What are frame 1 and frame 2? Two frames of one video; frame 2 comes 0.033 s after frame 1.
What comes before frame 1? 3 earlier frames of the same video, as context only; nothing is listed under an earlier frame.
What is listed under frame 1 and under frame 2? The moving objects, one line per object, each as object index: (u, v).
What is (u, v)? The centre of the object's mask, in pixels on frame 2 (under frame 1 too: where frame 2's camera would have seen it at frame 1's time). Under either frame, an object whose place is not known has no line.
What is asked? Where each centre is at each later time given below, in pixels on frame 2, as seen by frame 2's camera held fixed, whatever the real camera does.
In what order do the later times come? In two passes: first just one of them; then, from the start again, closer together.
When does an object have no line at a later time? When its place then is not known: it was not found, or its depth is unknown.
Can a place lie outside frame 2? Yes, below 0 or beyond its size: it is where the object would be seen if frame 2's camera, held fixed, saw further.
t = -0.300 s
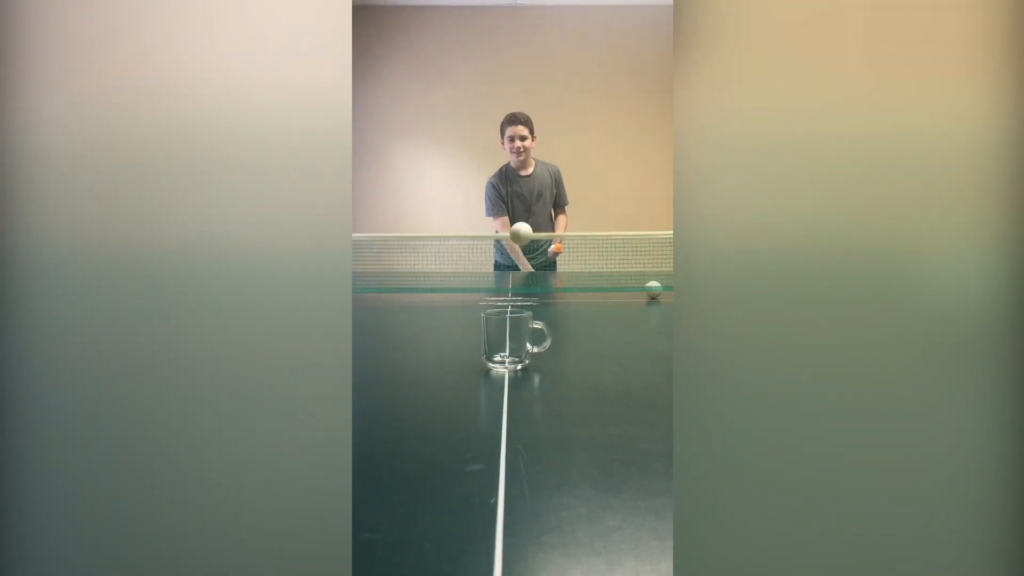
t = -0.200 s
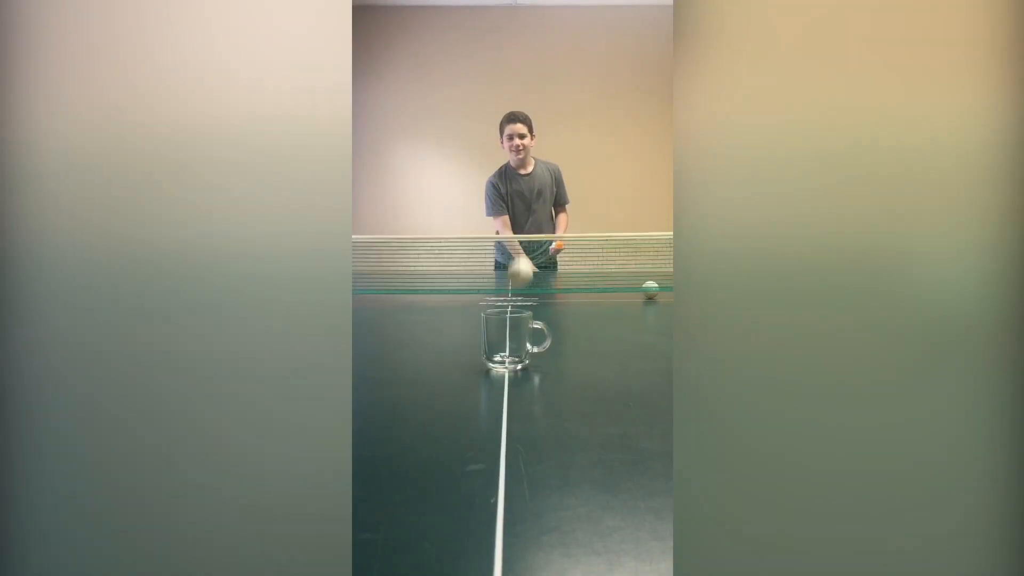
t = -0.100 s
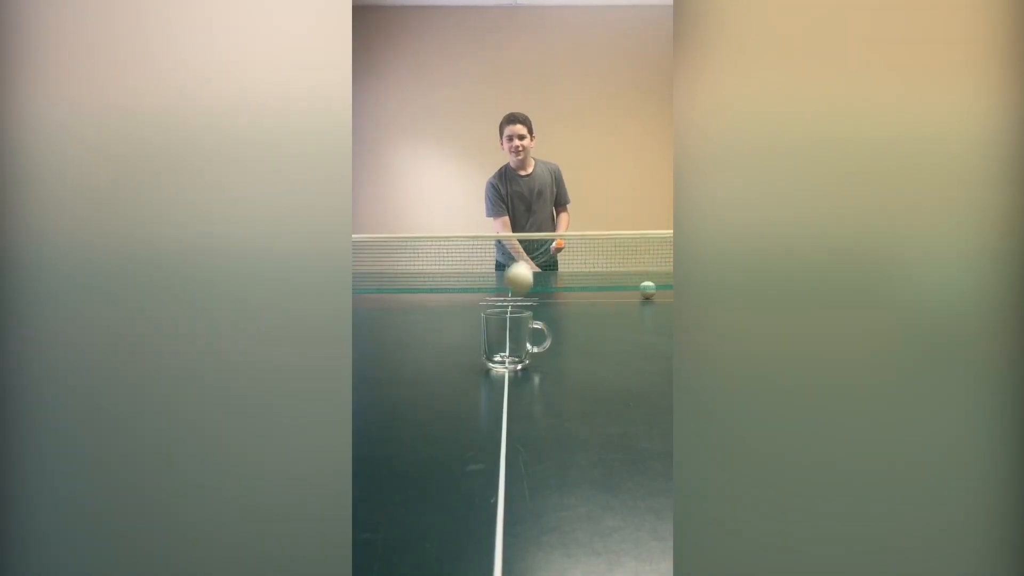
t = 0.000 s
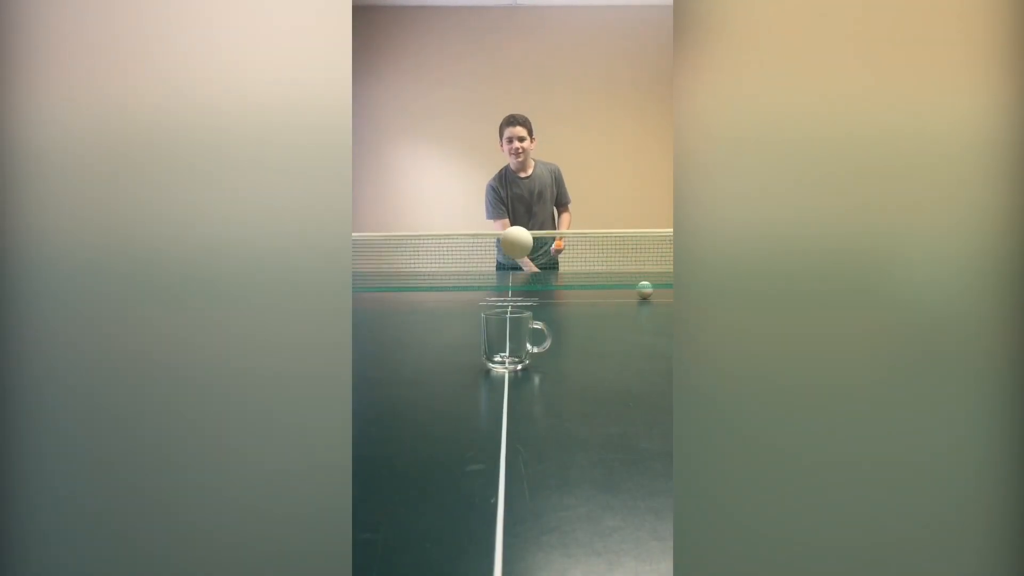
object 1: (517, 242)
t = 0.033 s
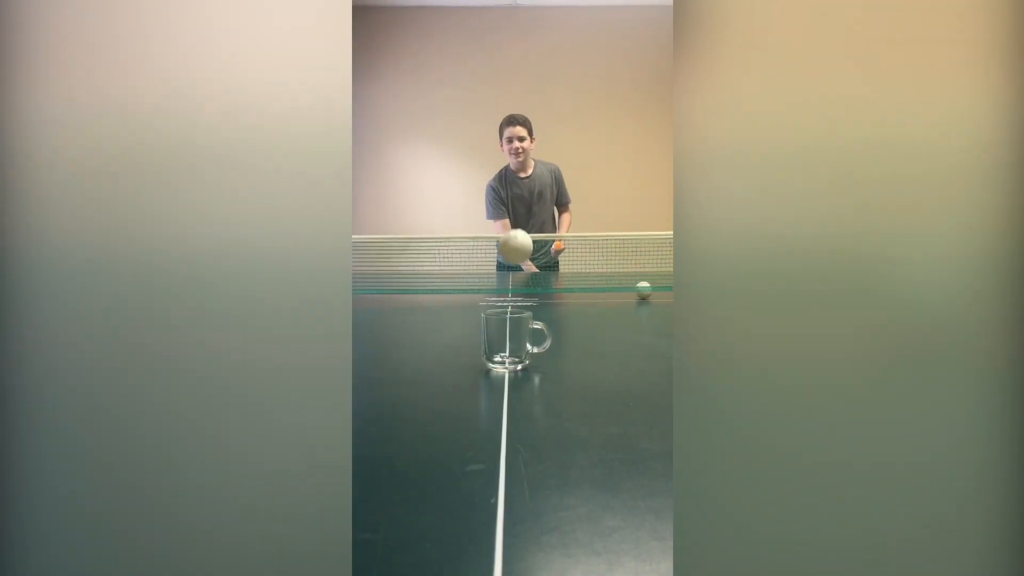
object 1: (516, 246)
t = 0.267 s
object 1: (425, 246)
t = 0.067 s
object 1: (515, 260)
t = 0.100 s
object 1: (514, 283)
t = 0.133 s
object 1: (499, 272)
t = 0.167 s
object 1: (481, 250)
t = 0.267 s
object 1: (425, 246)
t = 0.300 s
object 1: (408, 264)
